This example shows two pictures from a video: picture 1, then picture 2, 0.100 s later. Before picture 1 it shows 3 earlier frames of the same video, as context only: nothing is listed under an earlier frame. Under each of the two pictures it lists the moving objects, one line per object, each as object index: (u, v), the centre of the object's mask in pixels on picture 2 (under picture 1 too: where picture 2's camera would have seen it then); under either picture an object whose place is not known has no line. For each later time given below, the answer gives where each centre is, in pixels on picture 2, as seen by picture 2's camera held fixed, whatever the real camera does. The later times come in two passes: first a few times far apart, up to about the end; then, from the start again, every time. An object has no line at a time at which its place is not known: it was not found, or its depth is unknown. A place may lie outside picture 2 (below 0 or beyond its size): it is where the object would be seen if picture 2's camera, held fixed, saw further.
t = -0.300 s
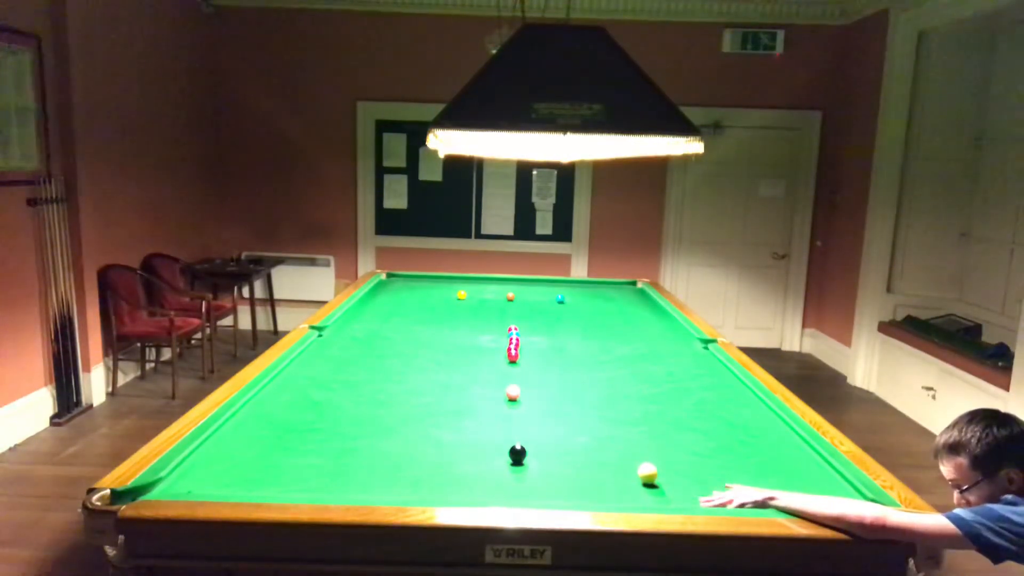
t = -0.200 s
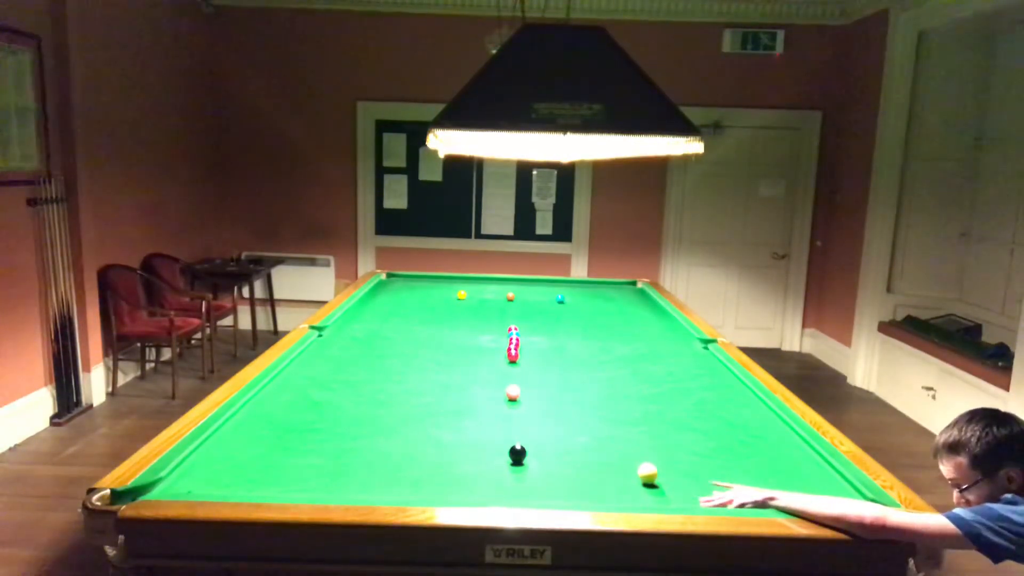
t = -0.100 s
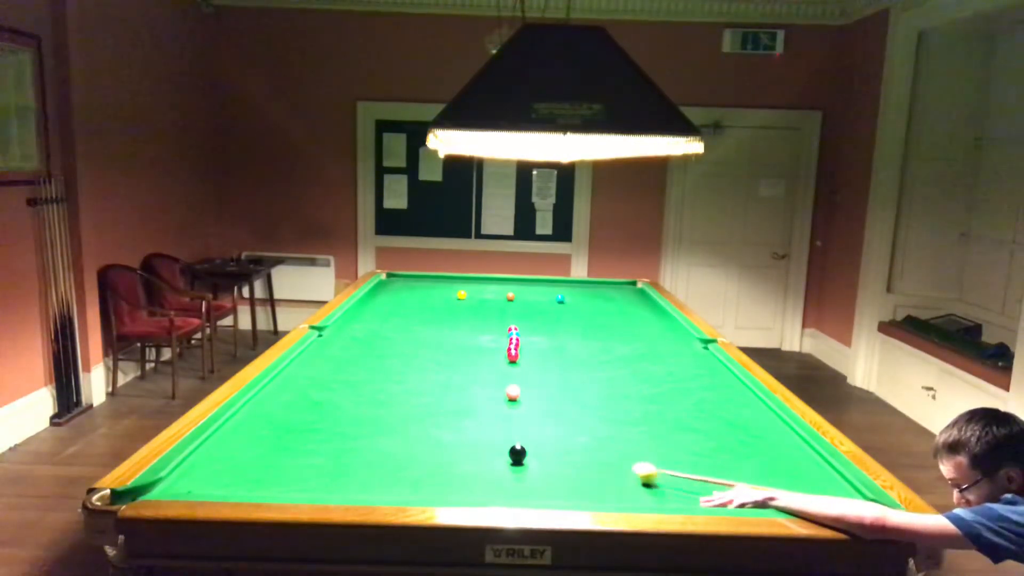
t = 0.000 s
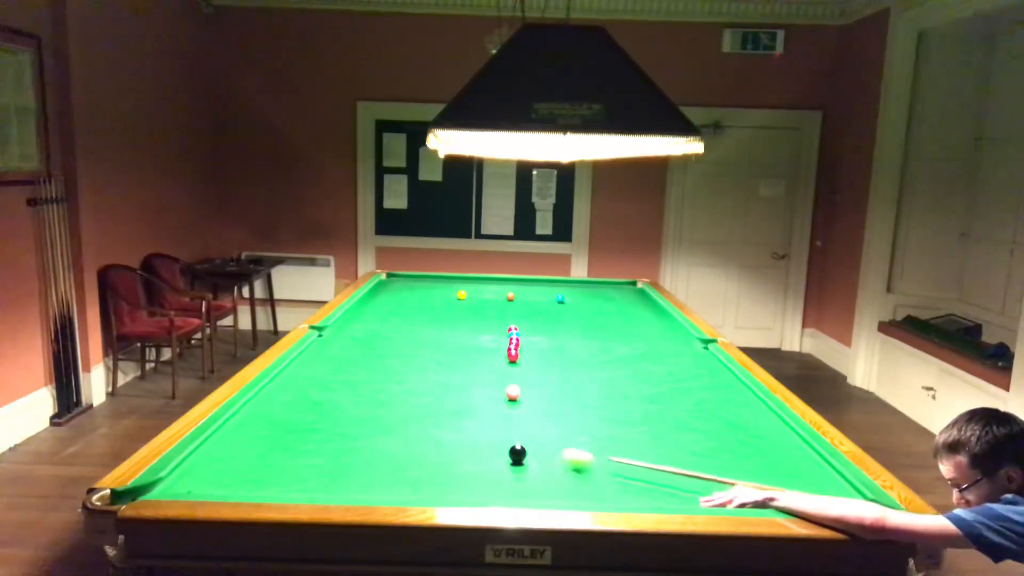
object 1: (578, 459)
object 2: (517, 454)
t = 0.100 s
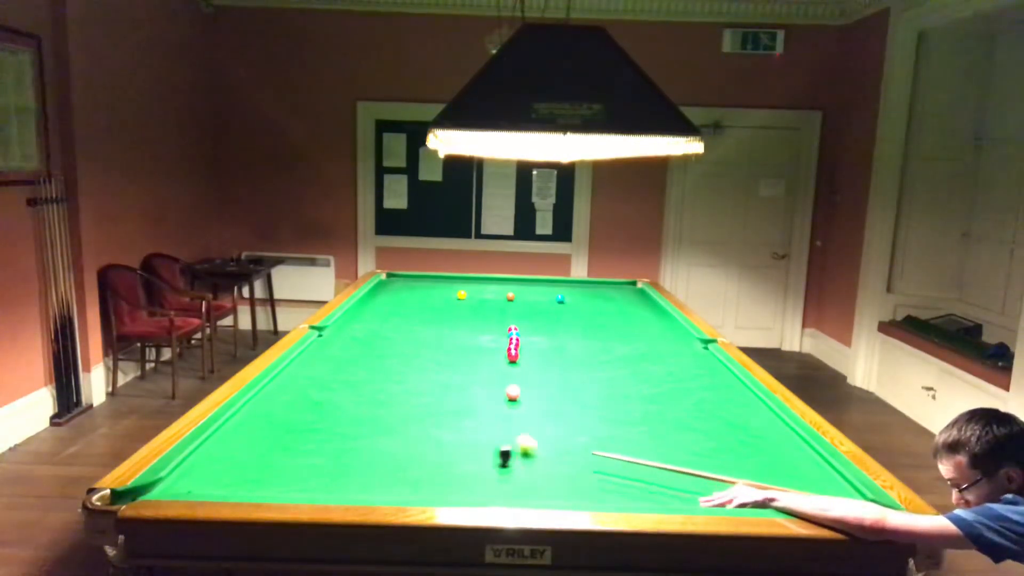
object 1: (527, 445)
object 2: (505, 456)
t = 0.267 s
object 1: (482, 420)
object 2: (454, 463)
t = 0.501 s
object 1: (427, 393)
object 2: (388, 472)
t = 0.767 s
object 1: (377, 369)
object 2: (308, 482)
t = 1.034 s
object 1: (336, 349)
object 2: (229, 487)
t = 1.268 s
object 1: (338, 336)
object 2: (177, 485)
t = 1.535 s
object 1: (379, 327)
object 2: (184, 484)
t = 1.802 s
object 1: (415, 318)
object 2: (213, 486)
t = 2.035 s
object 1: (442, 312)
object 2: (237, 487)
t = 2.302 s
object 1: (469, 305)
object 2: (262, 488)
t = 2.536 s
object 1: (490, 300)
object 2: (280, 489)
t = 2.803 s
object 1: (502, 296)
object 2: (298, 490)
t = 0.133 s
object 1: (518, 439)
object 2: (493, 457)
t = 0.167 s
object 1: (509, 434)
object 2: (482, 459)
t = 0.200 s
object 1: (500, 429)
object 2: (472, 460)
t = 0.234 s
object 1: (491, 425)
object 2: (463, 461)
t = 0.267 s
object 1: (482, 420)
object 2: (454, 463)
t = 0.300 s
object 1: (474, 416)
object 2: (444, 464)
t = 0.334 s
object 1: (465, 411)
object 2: (435, 465)
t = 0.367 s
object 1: (457, 408)
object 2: (426, 467)
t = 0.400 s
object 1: (450, 404)
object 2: (416, 468)
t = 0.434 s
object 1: (442, 400)
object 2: (407, 469)
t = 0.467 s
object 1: (435, 397)
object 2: (397, 470)
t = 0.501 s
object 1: (427, 393)
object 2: (388, 472)
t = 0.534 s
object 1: (421, 390)
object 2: (378, 473)
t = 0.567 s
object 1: (413, 386)
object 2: (368, 474)
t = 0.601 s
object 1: (407, 383)
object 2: (358, 476)
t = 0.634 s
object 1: (401, 380)
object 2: (348, 477)
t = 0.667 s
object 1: (394, 377)
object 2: (338, 479)
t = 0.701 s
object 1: (388, 374)
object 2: (328, 480)
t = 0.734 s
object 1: (383, 371)
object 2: (318, 481)
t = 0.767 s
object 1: (377, 369)
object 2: (308, 482)
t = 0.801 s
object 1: (372, 366)
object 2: (299, 482)
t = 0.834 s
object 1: (366, 363)
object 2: (289, 483)
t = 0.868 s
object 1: (361, 360)
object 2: (280, 483)
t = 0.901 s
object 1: (355, 358)
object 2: (270, 484)
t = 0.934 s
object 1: (351, 355)
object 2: (260, 485)
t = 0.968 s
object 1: (346, 353)
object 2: (249, 485)
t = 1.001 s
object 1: (341, 351)
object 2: (239, 486)
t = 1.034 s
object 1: (336, 349)
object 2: (229, 487)
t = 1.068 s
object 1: (332, 347)
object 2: (219, 487)
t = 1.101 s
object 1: (327, 345)
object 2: (208, 487)
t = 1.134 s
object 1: (323, 343)
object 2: (202, 487)
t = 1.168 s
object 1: (320, 340)
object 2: (196, 486)
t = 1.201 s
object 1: (326, 339)
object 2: (189, 485)
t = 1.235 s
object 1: (332, 338)
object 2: (183, 485)
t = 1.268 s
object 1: (338, 336)
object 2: (177, 485)
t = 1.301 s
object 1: (343, 335)
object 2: (170, 485)
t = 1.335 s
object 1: (349, 334)
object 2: (164, 484)
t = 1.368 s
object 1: (354, 332)
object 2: (164, 484)
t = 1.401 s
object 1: (359, 331)
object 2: (168, 484)
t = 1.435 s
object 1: (365, 330)
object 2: (172, 484)
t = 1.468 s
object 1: (370, 329)
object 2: (176, 484)
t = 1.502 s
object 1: (375, 328)
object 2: (180, 484)
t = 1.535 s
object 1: (379, 327)
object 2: (184, 484)
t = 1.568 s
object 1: (384, 325)
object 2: (187, 484)
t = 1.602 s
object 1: (389, 324)
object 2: (191, 485)
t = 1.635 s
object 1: (394, 323)
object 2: (195, 485)
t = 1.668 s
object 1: (398, 322)
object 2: (199, 485)
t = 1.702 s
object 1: (402, 321)
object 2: (202, 485)
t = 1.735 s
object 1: (407, 320)
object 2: (206, 486)
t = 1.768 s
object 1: (411, 319)
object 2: (210, 486)
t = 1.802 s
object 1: (415, 318)
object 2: (213, 486)
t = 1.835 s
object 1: (419, 317)
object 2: (217, 486)
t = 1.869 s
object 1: (423, 316)
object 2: (220, 486)
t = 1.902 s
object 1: (427, 315)
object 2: (224, 486)
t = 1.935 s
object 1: (431, 314)
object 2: (227, 487)
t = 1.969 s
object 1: (435, 313)
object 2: (230, 487)
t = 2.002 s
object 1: (438, 313)
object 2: (234, 487)
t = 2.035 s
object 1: (442, 312)
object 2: (237, 487)
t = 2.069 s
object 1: (446, 311)
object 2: (240, 487)
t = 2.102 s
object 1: (449, 310)
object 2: (243, 487)
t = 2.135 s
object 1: (452, 309)
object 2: (247, 488)
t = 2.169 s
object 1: (456, 309)
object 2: (250, 488)
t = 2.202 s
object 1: (459, 308)
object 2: (253, 488)
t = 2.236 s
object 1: (462, 307)
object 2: (256, 488)
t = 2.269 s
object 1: (466, 306)
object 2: (259, 488)
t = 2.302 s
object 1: (469, 305)
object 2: (262, 488)
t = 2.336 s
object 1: (472, 304)
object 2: (264, 488)
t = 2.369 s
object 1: (475, 303)
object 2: (267, 488)
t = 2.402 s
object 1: (478, 303)
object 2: (270, 489)
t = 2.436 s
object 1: (481, 302)
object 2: (273, 489)
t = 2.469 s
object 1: (484, 302)
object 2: (275, 489)
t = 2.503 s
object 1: (487, 301)
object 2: (278, 489)
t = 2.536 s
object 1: (490, 300)
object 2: (280, 489)
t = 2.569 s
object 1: (491, 300)
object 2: (282, 489)
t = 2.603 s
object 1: (495, 299)
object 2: (285, 489)
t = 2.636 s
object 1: (499, 297)
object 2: (287, 490)
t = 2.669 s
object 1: (500, 297)
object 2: (290, 490)
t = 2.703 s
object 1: (503, 296)
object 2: (292, 490)
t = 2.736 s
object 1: (503, 296)
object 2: (294, 490)
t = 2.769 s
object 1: (502, 296)
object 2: (296, 490)
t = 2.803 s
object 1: (502, 296)
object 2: (298, 490)
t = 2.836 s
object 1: (502, 295)
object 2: (300, 489)
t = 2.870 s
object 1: (502, 294)
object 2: (302, 490)
